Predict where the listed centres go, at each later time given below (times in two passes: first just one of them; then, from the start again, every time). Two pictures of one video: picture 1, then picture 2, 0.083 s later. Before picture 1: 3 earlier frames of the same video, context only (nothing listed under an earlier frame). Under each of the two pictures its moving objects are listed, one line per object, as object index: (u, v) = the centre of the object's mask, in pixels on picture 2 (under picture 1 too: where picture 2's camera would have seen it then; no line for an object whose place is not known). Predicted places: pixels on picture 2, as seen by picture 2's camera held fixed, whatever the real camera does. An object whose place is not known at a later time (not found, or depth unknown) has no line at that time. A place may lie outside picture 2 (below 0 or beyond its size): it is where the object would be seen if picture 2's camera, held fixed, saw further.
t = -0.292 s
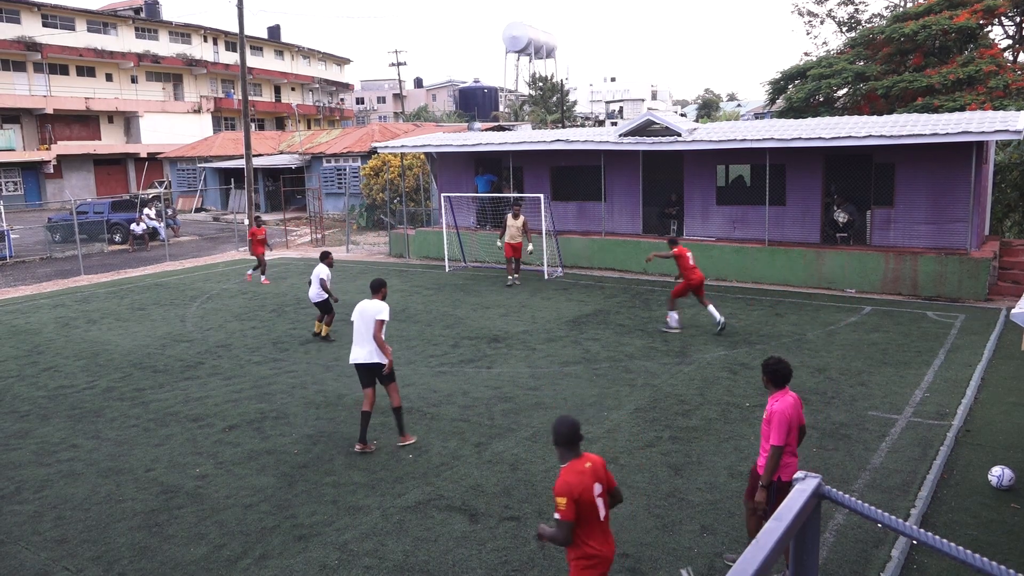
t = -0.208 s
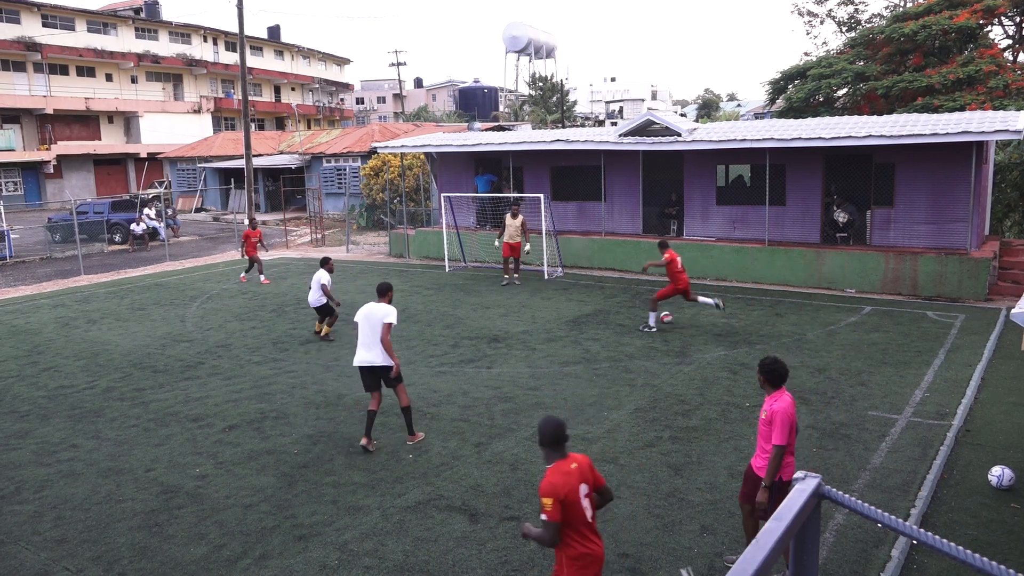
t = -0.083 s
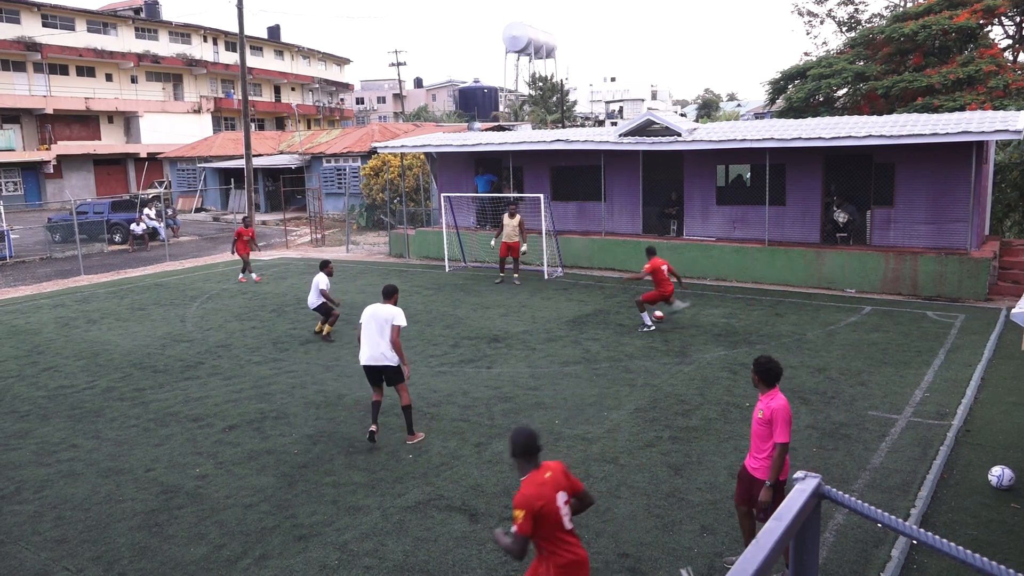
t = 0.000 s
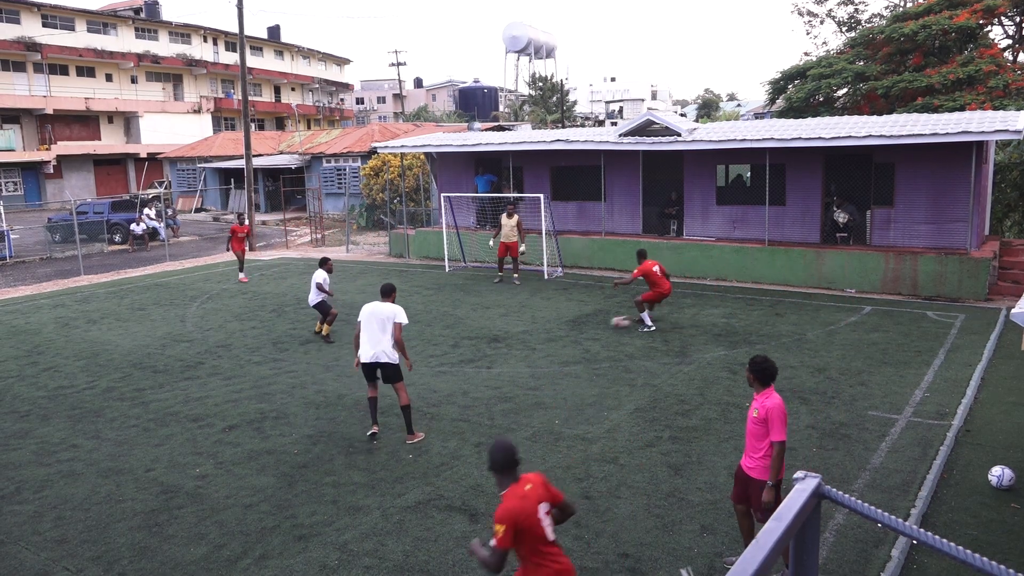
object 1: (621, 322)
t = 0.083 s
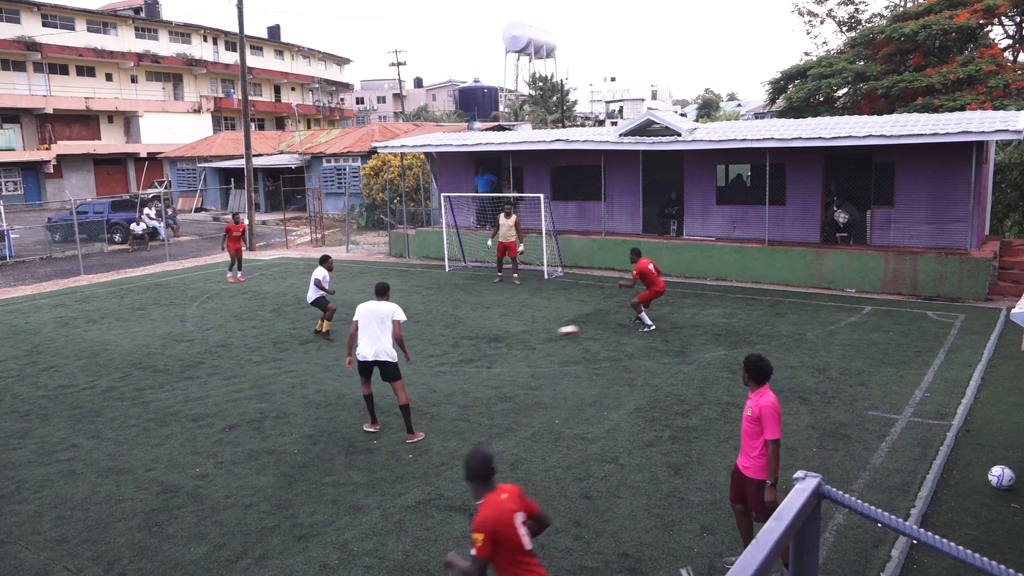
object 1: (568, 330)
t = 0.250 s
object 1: (456, 352)
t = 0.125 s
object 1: (541, 336)
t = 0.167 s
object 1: (513, 342)
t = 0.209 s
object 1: (484, 346)
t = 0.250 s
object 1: (456, 352)
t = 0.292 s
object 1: (427, 356)
